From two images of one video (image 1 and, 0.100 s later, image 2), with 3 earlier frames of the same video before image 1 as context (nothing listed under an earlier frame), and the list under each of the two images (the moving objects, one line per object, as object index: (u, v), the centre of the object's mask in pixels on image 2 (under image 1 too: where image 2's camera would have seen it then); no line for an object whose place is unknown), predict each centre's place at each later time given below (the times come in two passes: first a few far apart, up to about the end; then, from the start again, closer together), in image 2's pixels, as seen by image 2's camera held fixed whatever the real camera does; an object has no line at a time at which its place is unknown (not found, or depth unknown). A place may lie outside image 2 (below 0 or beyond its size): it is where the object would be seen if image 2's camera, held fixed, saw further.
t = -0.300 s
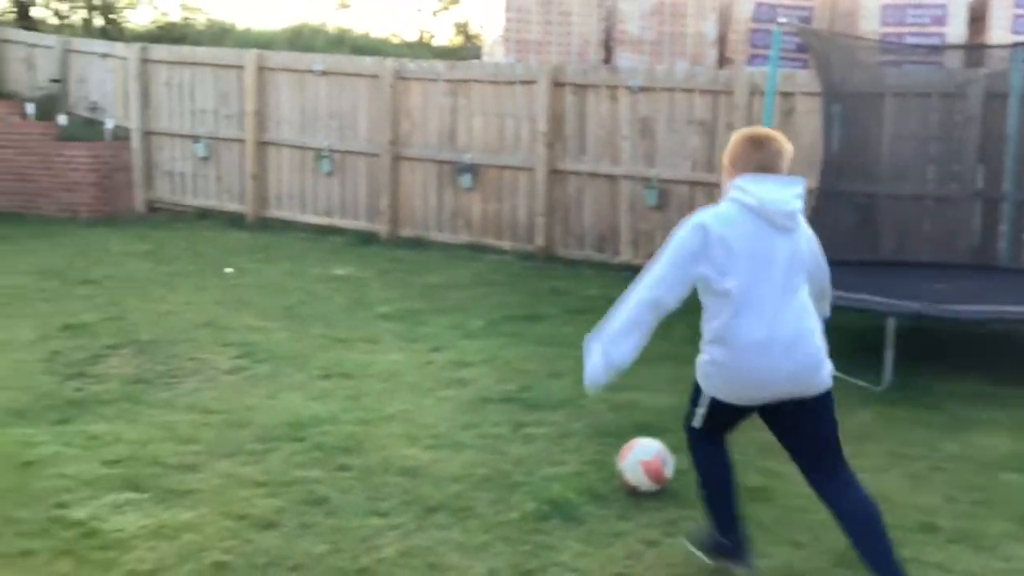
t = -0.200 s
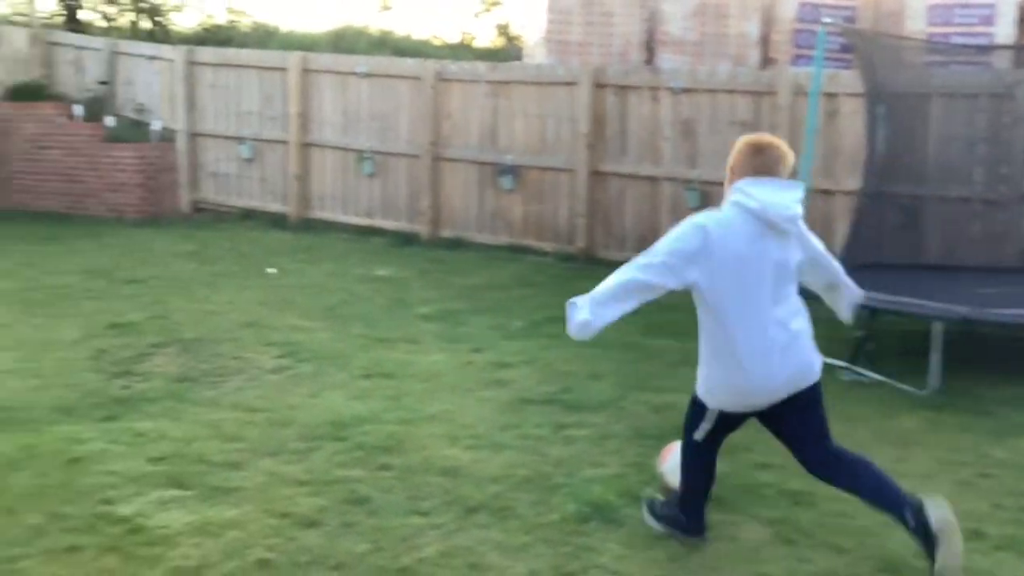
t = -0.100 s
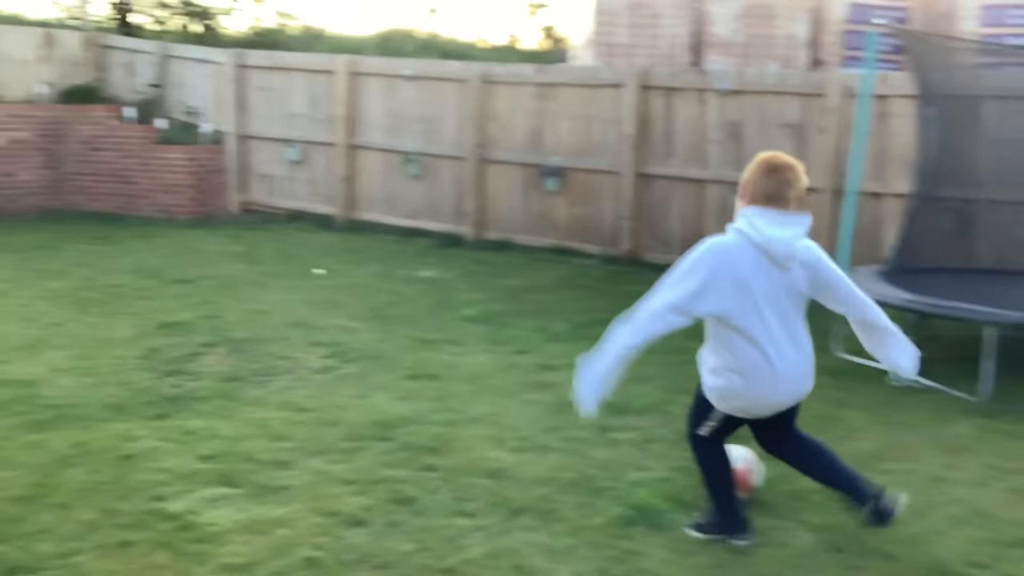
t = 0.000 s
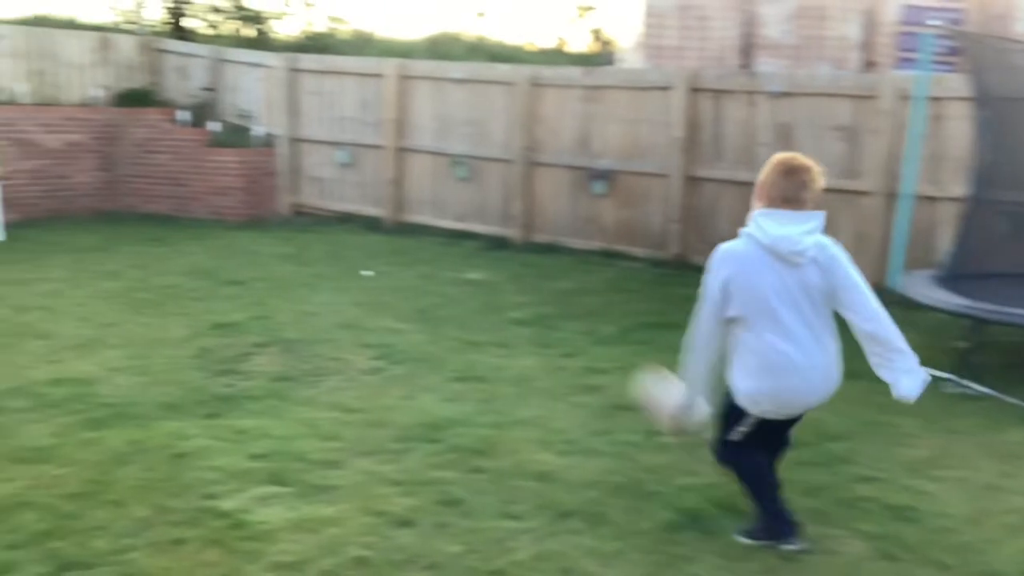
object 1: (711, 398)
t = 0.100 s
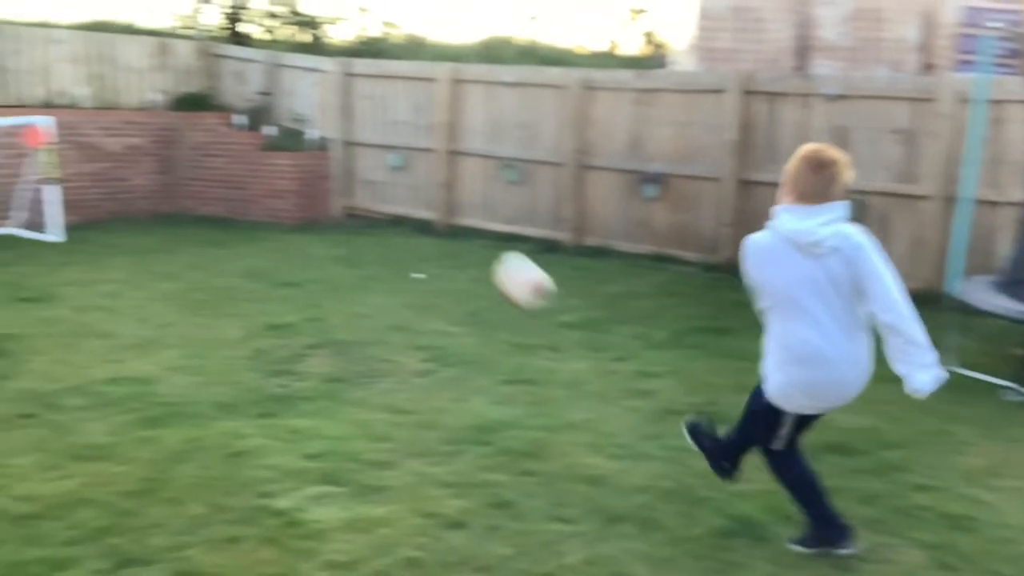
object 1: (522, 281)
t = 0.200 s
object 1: (375, 200)
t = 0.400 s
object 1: (175, 123)
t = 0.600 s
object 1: (49, 115)
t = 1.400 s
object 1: (2, 188)
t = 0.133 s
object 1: (468, 249)
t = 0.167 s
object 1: (420, 223)
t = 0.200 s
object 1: (375, 200)
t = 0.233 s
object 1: (335, 179)
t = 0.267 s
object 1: (297, 164)
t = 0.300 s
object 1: (262, 151)
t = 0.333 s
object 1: (230, 140)
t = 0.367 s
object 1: (201, 131)
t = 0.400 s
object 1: (175, 123)
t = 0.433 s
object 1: (150, 119)
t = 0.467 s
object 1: (126, 115)
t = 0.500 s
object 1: (106, 113)
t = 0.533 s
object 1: (86, 111)
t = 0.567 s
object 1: (67, 113)
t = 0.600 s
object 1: (49, 115)
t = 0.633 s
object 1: (32, 118)
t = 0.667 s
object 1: (18, 122)
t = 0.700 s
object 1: (6, 127)
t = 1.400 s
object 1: (2, 188)
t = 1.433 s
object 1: (7, 187)
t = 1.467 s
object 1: (11, 189)
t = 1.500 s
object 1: (17, 191)
